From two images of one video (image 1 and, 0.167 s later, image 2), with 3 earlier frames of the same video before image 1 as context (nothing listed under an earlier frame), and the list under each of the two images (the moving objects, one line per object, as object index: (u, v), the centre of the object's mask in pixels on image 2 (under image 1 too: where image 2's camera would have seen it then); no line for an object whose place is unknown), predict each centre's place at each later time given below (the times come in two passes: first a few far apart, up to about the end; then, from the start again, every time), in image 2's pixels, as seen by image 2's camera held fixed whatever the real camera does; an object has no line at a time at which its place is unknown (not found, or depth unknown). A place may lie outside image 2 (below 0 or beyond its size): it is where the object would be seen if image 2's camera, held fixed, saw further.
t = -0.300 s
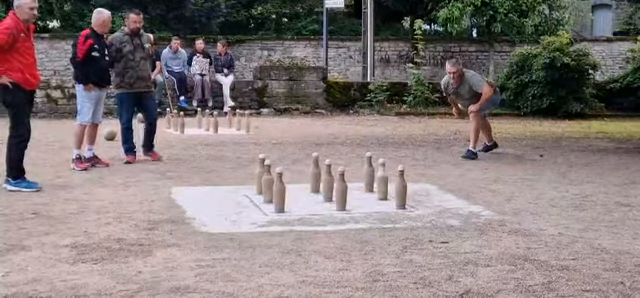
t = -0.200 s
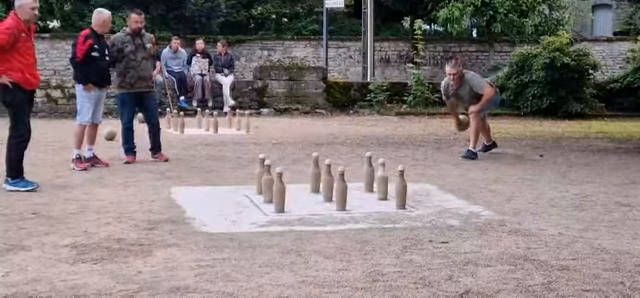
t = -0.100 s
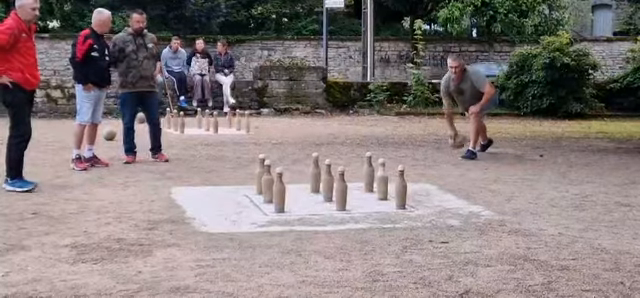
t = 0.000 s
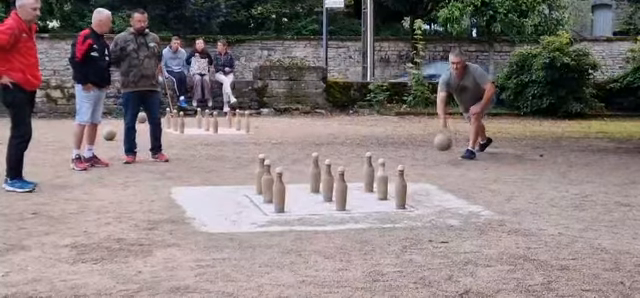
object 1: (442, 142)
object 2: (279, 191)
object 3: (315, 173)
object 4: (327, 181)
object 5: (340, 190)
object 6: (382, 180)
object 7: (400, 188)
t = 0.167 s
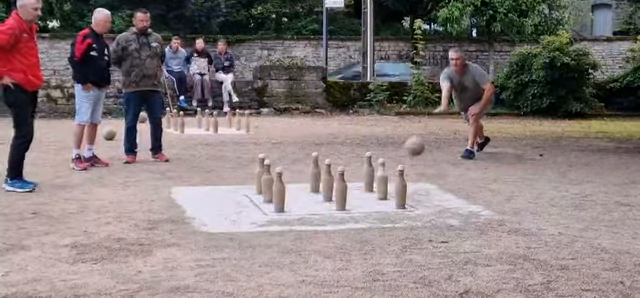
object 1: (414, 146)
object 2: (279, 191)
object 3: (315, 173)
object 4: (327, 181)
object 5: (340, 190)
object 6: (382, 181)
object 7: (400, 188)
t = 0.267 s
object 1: (394, 161)
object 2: (279, 191)
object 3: (315, 173)
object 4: (327, 181)
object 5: (340, 190)
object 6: (382, 180)
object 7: (400, 189)
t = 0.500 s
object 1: (369, 184)
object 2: (279, 191)
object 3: (315, 160)
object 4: (311, 183)
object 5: (340, 190)
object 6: (385, 181)
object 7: (400, 188)
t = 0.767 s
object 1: (353, 195)
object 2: (244, 210)
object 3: (315, 170)
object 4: (281, 203)
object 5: (341, 190)
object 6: (419, 187)
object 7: (403, 195)
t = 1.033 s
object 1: (341, 199)
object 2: (228, 222)
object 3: (314, 172)
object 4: (273, 210)
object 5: (323, 197)
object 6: (441, 204)
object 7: (418, 203)
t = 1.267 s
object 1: (339, 205)
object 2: (207, 227)
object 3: (315, 173)
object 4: (272, 210)
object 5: (314, 212)
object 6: (436, 205)
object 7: (434, 213)
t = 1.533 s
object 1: (338, 210)
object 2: (180, 233)
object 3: (315, 173)
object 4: (272, 210)
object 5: (308, 217)
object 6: (433, 206)
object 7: (446, 217)
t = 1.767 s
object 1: (342, 216)
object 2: (162, 238)
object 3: (315, 173)
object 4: (273, 210)
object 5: (310, 218)
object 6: (432, 206)
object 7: (457, 219)
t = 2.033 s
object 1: (349, 220)
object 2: (147, 244)
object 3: (315, 173)
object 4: (272, 210)
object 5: (311, 218)
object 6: (432, 206)
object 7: (464, 220)
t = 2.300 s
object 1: (357, 224)
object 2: (142, 248)
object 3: (315, 173)
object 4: (272, 210)
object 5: (315, 218)
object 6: (431, 207)
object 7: (469, 221)
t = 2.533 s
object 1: (363, 227)
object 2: (140, 250)
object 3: (315, 173)
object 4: (273, 210)
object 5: (315, 218)
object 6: (431, 207)
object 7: (469, 221)
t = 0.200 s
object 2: (279, 191)
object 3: (315, 173)
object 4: (327, 181)
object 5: (340, 190)
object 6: (382, 181)
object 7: (400, 188)
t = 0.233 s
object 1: (401, 155)
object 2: (279, 191)
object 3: (315, 173)
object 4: (327, 181)
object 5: (340, 190)
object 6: (382, 180)
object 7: (400, 188)
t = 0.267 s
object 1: (394, 161)
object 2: (279, 191)
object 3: (315, 173)
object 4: (327, 181)
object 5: (340, 190)
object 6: (382, 180)
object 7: (400, 189)
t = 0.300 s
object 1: (390, 170)
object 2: (279, 191)
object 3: (315, 173)
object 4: (327, 181)
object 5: (340, 190)
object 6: (381, 180)
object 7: (400, 188)
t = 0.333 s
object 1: (388, 174)
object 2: (279, 191)
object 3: (315, 173)
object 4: (327, 181)
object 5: (340, 190)
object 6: (382, 180)
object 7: (400, 188)
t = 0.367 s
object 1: (372, 175)
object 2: (279, 191)
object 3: (315, 173)
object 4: (327, 181)
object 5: (340, 190)
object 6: (381, 180)
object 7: (400, 189)
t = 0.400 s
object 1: (371, 175)
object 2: (279, 191)
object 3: (315, 173)
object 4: (327, 181)
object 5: (340, 190)
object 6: (382, 180)
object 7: (400, 188)
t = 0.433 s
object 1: (370, 177)
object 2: (279, 191)
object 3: (314, 173)
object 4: (325, 182)
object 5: (340, 190)
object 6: (381, 180)
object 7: (400, 188)
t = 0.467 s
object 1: (369, 179)
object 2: (279, 191)
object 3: (314, 165)
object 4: (317, 181)
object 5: (340, 190)
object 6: (382, 180)
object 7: (400, 188)
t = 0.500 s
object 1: (369, 184)
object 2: (279, 191)
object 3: (315, 160)
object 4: (311, 183)
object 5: (340, 190)
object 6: (385, 181)
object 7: (400, 188)
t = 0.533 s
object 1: (366, 188)
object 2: (279, 191)
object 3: (314, 173)
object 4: (305, 187)
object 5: (340, 190)
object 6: (389, 182)
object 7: (400, 188)
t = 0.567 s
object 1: (363, 188)
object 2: (278, 192)
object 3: (314, 173)
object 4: (292, 191)
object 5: (340, 189)
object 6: (393, 182)
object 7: (400, 188)
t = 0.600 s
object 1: (360, 189)
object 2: (275, 199)
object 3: (315, 173)
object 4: (289, 197)
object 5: (340, 189)
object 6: (394, 191)
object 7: (400, 188)
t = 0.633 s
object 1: (359, 190)
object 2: (270, 201)
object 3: (314, 173)
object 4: (288, 202)
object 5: (340, 189)
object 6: (406, 180)
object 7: (400, 188)
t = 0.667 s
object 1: (357, 191)
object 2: (260, 200)
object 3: (314, 173)
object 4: (286, 206)
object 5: (341, 190)
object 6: (410, 181)
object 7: (401, 189)
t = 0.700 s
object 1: (355, 193)
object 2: (257, 206)
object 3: (315, 166)
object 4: (285, 204)
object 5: (341, 190)
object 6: (413, 184)
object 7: (401, 190)
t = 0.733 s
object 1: (354, 194)
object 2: (247, 212)
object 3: (315, 168)
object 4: (282, 202)
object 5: (340, 189)
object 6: (416, 186)
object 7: (402, 191)
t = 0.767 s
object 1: (353, 195)
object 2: (244, 210)
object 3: (315, 170)
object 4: (281, 203)
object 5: (341, 190)
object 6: (419, 187)
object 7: (403, 195)
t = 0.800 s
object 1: (351, 195)
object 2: (241, 209)
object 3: (315, 173)
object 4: (280, 206)
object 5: (340, 190)
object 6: (422, 191)
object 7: (404, 199)
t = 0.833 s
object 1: (350, 195)
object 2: (239, 209)
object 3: (315, 173)
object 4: (279, 210)
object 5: (337, 192)
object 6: (426, 194)
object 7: (406, 204)
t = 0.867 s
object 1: (349, 196)
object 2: (236, 210)
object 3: (315, 173)
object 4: (277, 210)
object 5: (335, 193)
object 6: (422, 201)
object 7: (407, 210)
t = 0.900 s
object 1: (346, 196)
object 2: (232, 214)
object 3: (315, 173)
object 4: (276, 210)
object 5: (332, 195)
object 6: (433, 205)
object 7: (410, 207)
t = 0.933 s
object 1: (345, 197)
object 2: (231, 219)
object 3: (314, 174)
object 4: (275, 210)
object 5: (330, 194)
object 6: (437, 205)
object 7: (412, 203)
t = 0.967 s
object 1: (344, 198)
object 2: (230, 219)
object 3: (315, 173)
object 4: (274, 210)
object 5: (327, 196)
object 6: (438, 203)
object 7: (414, 203)
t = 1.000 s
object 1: (343, 199)
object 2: (229, 220)
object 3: (314, 173)
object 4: (273, 210)
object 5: (325, 196)
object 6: (439, 202)
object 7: (415, 203)
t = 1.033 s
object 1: (341, 199)
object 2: (228, 222)
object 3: (314, 172)
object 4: (273, 210)
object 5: (323, 197)
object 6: (441, 204)
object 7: (418, 203)
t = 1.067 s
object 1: (341, 200)
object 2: (225, 222)
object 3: (314, 169)
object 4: (272, 210)
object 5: (320, 197)
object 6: (444, 205)
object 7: (418, 208)
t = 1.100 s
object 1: (341, 201)
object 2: (223, 223)
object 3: (315, 170)
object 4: (272, 210)
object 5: (320, 200)
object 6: (441, 205)
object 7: (420, 211)
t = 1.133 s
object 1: (341, 202)
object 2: (221, 224)
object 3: (315, 174)
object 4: (272, 210)
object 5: (319, 205)
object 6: (450, 207)
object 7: (425, 211)
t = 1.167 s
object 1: (340, 203)
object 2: (218, 225)
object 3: (315, 173)
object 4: (272, 210)
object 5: (319, 209)
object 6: (449, 206)
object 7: (428, 210)
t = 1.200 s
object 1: (340, 203)
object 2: (215, 226)
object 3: (315, 173)
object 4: (272, 210)
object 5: (317, 215)
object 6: (444, 204)
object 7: (430, 210)
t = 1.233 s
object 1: (339, 204)
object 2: (212, 227)
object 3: (315, 173)
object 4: (272, 210)
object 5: (315, 214)
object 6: (450, 204)
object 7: (432, 210)
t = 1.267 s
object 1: (339, 205)
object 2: (207, 227)
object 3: (315, 173)
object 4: (272, 210)
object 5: (314, 212)
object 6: (436, 205)
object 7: (434, 213)
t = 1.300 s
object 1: (338, 206)
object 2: (204, 228)
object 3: (315, 173)
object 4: (272, 210)
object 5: (314, 211)
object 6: (435, 205)
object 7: (436, 214)
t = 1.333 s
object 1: (338, 206)
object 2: (200, 228)
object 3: (315, 173)
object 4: (272, 210)
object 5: (312, 213)
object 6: (433, 205)
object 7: (438, 213)
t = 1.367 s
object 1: (337, 207)
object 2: (199, 230)
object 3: (315, 173)
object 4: (272, 210)
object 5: (311, 215)
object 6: (433, 205)
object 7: (439, 214)
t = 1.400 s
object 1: (338, 208)
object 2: (194, 230)
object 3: (315, 173)
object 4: (272, 210)
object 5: (311, 217)
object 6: (433, 205)
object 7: (441, 214)
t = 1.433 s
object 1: (338, 208)
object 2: (192, 231)
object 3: (315, 173)
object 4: (272, 210)
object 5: (311, 218)
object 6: (432, 205)
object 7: (442, 215)
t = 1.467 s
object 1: (338, 209)
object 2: (188, 232)
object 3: (315, 173)
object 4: (272, 210)
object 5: (310, 217)
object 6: (432, 205)
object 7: (444, 216)
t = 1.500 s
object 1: (338, 210)
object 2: (184, 232)
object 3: (315, 173)
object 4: (272, 210)
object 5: (309, 217)
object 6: (433, 205)
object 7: (445, 216)
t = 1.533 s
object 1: (338, 210)
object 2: (180, 233)
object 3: (315, 173)
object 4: (272, 210)
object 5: (308, 217)
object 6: (433, 206)
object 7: (446, 217)
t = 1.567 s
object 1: (338, 210)
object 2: (178, 234)
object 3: (315, 173)
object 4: (272, 210)
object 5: (310, 218)
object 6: (433, 206)
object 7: (448, 217)
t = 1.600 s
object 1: (338, 211)
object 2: (176, 234)
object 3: (315, 173)
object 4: (273, 210)
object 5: (310, 218)
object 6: (433, 206)
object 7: (449, 217)
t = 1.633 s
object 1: (338, 211)
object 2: (172, 235)
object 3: (315, 174)
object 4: (272, 210)
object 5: (310, 218)
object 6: (433, 206)
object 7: (450, 218)
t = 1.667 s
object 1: (339, 213)
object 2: (170, 235)
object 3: (315, 173)
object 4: (273, 210)
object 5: (310, 218)
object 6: (433, 206)
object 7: (450, 218)
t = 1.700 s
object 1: (340, 214)
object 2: (167, 236)
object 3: (315, 173)
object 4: (273, 210)
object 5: (310, 218)
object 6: (433, 206)
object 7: (453, 218)
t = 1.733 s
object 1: (341, 215)
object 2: (164, 237)
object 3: (315, 173)
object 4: (273, 210)
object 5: (310, 218)
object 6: (433, 206)
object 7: (455, 219)
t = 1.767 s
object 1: (342, 216)
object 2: (162, 238)
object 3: (315, 173)
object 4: (273, 210)
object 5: (310, 218)
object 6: (432, 206)
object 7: (457, 219)
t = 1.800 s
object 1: (343, 217)
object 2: (159, 239)
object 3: (315, 173)
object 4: (273, 210)
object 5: (311, 218)
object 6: (432, 206)
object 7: (458, 219)
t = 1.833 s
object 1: (344, 217)
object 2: (157, 239)
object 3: (315, 174)
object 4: (273, 210)
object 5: (310, 218)
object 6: (432, 206)
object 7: (459, 220)
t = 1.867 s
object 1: (344, 217)
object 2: (155, 239)
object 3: (315, 174)
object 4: (273, 210)
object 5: (310, 218)
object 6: (432, 206)
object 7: (459, 220)
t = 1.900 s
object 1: (345, 218)
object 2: (153, 240)
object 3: (315, 174)
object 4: (273, 210)
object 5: (311, 218)
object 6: (432, 206)
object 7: (460, 220)
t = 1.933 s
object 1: (346, 218)
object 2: (151, 242)
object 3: (315, 174)
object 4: (273, 210)
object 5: (311, 218)
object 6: (432, 206)
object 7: (461, 220)
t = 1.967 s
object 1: (347, 218)
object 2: (150, 242)
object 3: (315, 174)
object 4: (273, 210)
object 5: (311, 218)
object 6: (432, 206)
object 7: (462, 220)
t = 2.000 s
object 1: (348, 219)
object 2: (149, 243)
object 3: (315, 173)
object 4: (272, 210)
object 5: (311, 218)
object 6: (432, 206)
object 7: (464, 220)
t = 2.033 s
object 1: (349, 220)
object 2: (147, 244)
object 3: (315, 173)
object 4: (272, 210)
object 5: (311, 218)
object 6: (432, 206)
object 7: (464, 220)
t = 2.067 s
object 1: (350, 221)
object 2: (146, 244)
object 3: (315, 173)
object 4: (272, 210)
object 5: (312, 218)
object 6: (432, 206)
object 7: (465, 220)
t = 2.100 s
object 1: (351, 221)
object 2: (145, 245)
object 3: (315, 173)
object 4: (272, 210)
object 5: (313, 218)
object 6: (432, 207)
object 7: (466, 220)
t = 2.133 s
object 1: (351, 222)
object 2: (143, 245)
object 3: (315, 173)
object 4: (272, 210)
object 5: (314, 218)
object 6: (432, 207)
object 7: (467, 221)
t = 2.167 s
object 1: (353, 222)
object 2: (143, 246)
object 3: (315, 173)
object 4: (272, 210)
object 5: (315, 218)
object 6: (432, 207)
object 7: (468, 221)
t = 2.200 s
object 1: (353, 222)
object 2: (142, 246)
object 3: (315, 173)
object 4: (272, 210)
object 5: (315, 218)
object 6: (432, 207)
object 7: (468, 221)
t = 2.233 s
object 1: (354, 223)
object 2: (143, 247)
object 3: (315, 173)
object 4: (272, 210)
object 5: (314, 218)
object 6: (432, 207)
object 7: (468, 221)
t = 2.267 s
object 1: (355, 222)
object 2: (142, 247)
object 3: (315, 173)
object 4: (272, 210)
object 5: (315, 218)
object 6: (432, 207)
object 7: (469, 221)
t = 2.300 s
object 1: (357, 224)
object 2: (142, 248)
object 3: (315, 173)
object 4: (272, 210)
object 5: (315, 218)
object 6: (431, 207)
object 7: (469, 221)
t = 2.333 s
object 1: (357, 224)
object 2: (141, 248)
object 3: (315, 173)
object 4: (273, 210)
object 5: (315, 218)
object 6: (432, 207)
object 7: (469, 221)
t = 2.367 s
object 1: (358, 225)
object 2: (141, 248)
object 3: (315, 173)
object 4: (272, 210)
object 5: (315, 218)
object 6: (431, 207)
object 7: (469, 221)
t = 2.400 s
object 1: (359, 225)
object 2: (141, 249)
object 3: (315, 173)
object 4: (272, 210)
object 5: (315, 218)
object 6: (432, 207)
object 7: (469, 221)
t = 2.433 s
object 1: (360, 226)
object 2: (141, 249)
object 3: (315, 173)
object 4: (272, 210)
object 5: (315, 218)
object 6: (431, 207)
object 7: (469, 221)
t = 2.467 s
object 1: (361, 226)
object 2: (141, 249)
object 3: (315, 173)
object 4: (272, 210)
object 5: (315, 218)
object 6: (431, 207)
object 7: (469, 221)
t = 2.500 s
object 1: (362, 227)
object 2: (140, 250)
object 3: (315, 173)
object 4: (272, 210)
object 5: (315, 218)
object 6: (431, 207)
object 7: (469, 221)
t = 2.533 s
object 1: (363, 227)
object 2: (140, 250)
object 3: (315, 173)
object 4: (273, 210)
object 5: (315, 218)
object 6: (431, 207)
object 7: (469, 221)
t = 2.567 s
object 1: (365, 228)
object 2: (140, 251)
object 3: (315, 173)
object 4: (273, 210)
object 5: (315, 218)
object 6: (430, 207)
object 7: (469, 221)
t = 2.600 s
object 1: (366, 228)
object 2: (140, 251)
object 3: (315, 173)
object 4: (273, 210)
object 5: (315, 218)
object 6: (430, 207)
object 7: (469, 221)
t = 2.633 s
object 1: (367, 229)
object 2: (140, 251)
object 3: (315, 173)
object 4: (272, 210)
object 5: (314, 218)
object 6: (430, 207)
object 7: (469, 221)
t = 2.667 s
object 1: (368, 228)
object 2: (140, 251)
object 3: (315, 173)
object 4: (273, 210)
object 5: (314, 218)
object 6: (430, 207)
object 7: (469, 221)
